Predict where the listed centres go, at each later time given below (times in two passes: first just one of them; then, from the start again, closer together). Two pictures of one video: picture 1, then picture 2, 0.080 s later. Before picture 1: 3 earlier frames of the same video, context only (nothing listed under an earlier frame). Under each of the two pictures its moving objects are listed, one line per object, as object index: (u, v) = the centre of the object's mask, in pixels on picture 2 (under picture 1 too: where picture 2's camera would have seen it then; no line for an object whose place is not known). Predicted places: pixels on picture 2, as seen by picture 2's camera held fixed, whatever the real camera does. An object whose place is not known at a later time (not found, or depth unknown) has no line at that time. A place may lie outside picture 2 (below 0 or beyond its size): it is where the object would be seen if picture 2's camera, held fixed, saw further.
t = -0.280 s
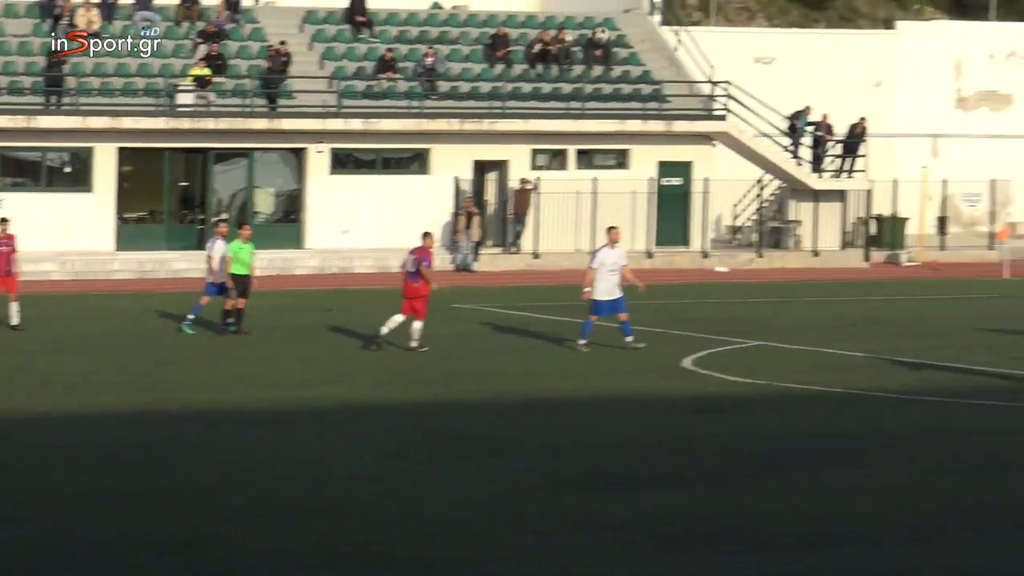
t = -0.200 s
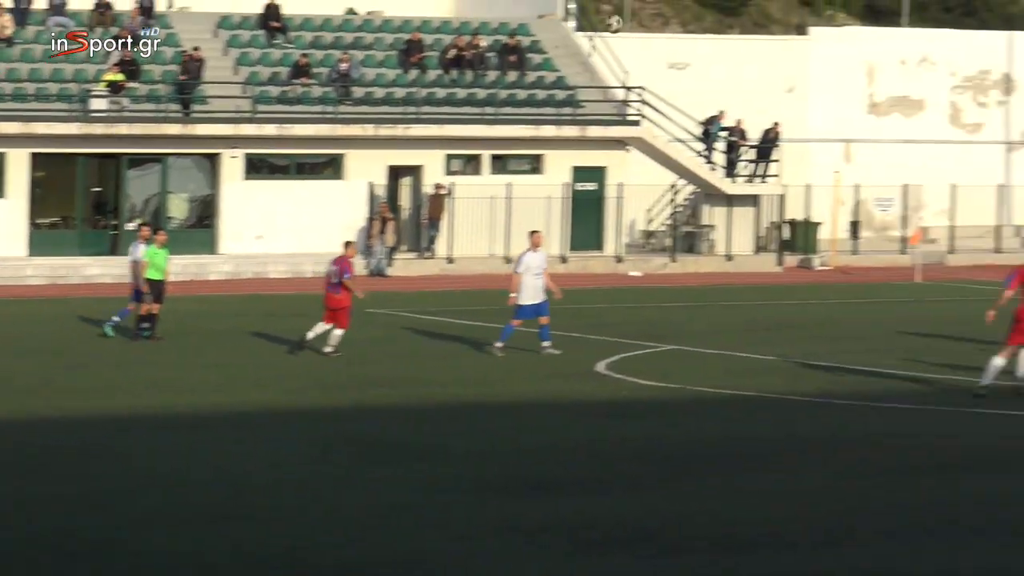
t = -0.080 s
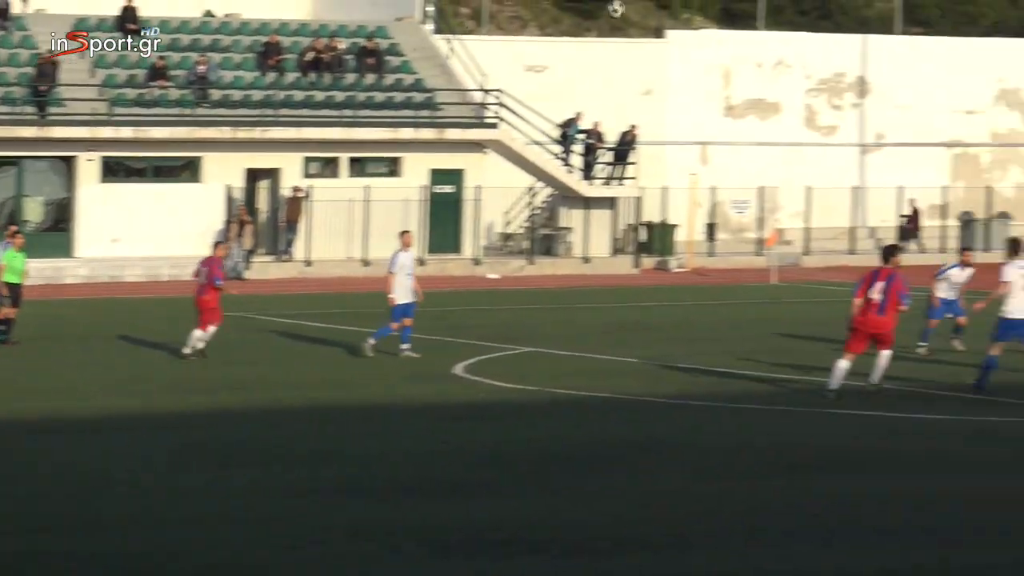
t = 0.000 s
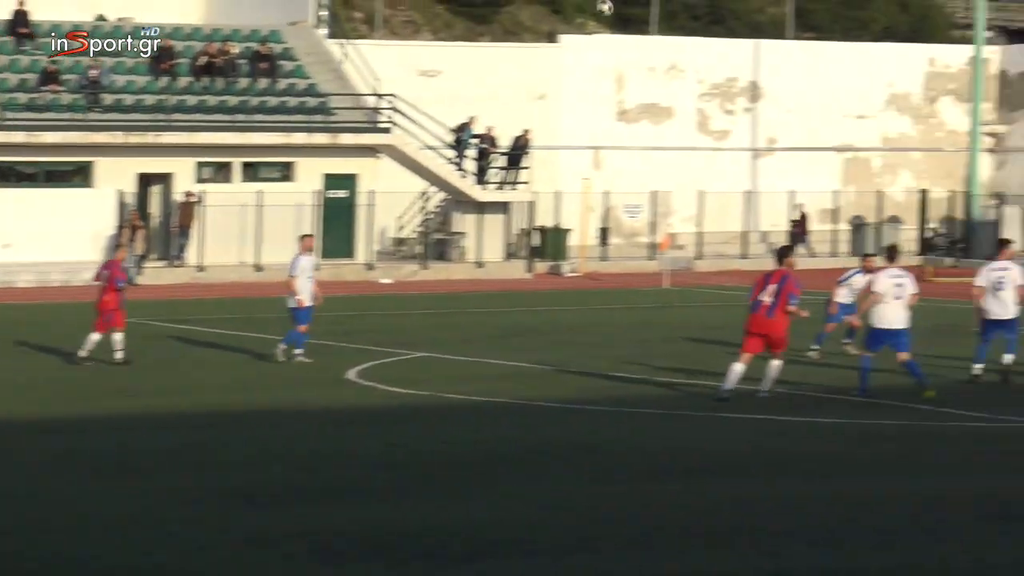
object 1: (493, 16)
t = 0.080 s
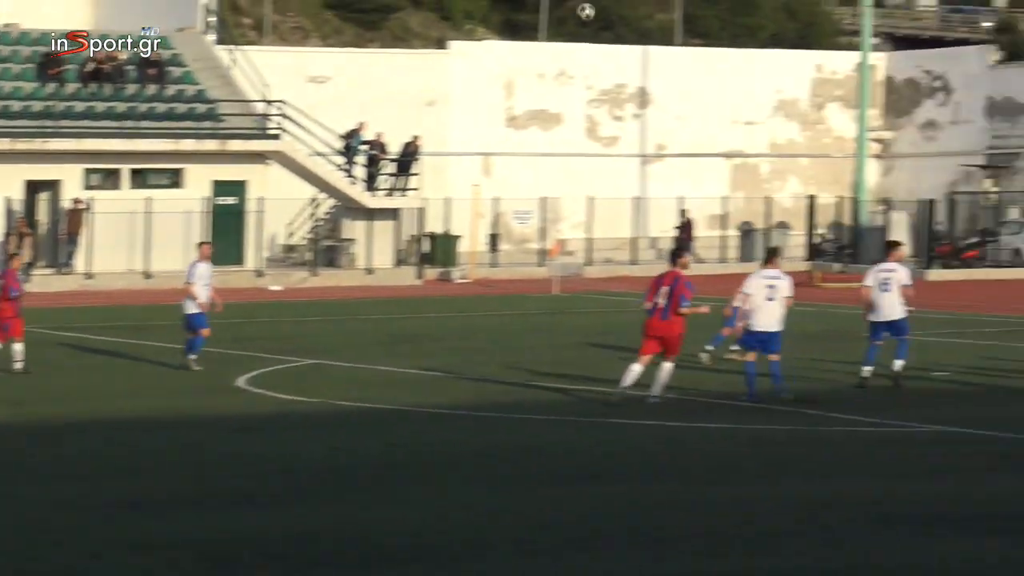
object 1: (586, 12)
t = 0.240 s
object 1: (770, 15)
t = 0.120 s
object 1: (632, 11)
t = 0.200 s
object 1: (724, 12)
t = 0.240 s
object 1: (770, 15)
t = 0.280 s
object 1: (815, 18)
